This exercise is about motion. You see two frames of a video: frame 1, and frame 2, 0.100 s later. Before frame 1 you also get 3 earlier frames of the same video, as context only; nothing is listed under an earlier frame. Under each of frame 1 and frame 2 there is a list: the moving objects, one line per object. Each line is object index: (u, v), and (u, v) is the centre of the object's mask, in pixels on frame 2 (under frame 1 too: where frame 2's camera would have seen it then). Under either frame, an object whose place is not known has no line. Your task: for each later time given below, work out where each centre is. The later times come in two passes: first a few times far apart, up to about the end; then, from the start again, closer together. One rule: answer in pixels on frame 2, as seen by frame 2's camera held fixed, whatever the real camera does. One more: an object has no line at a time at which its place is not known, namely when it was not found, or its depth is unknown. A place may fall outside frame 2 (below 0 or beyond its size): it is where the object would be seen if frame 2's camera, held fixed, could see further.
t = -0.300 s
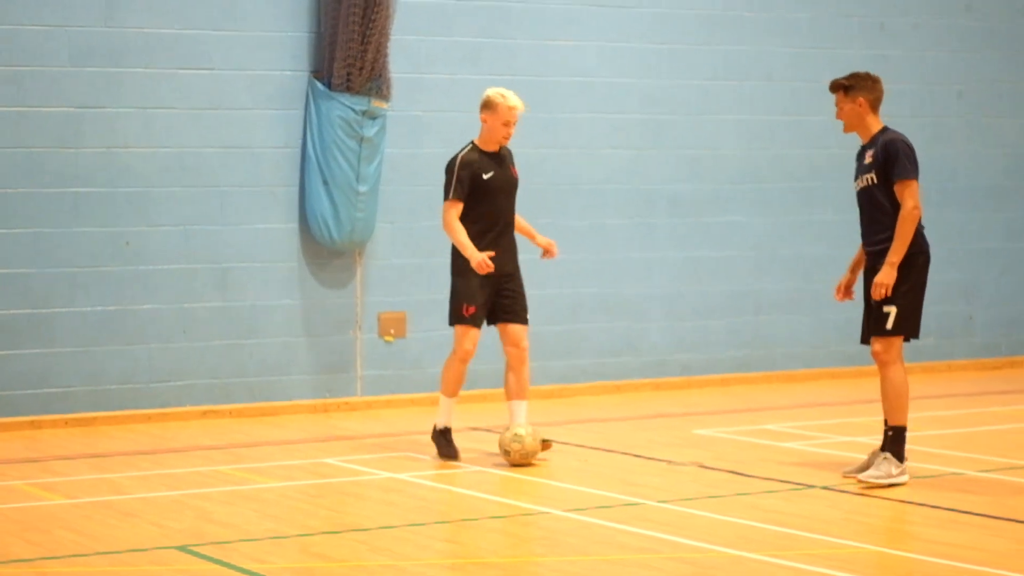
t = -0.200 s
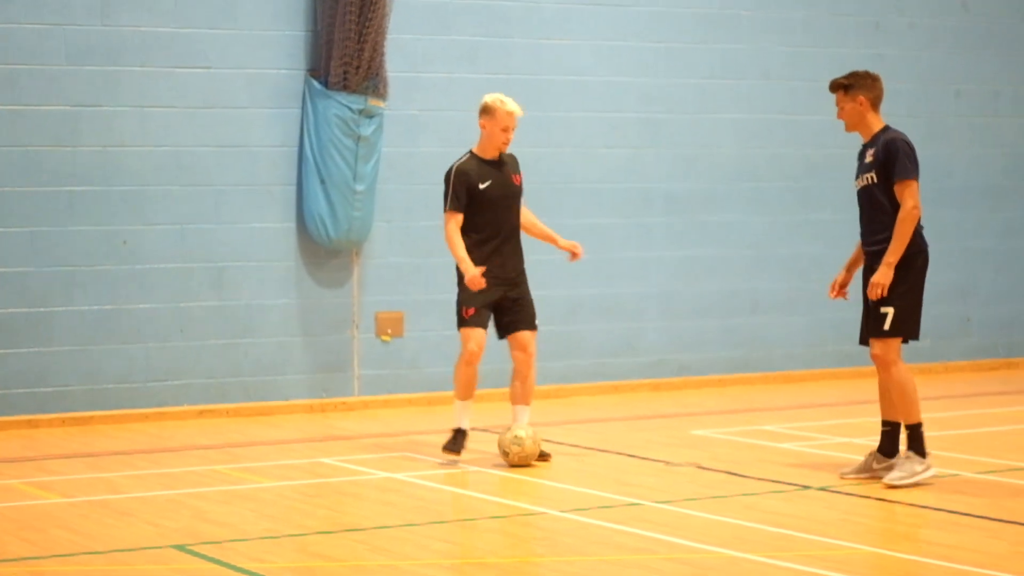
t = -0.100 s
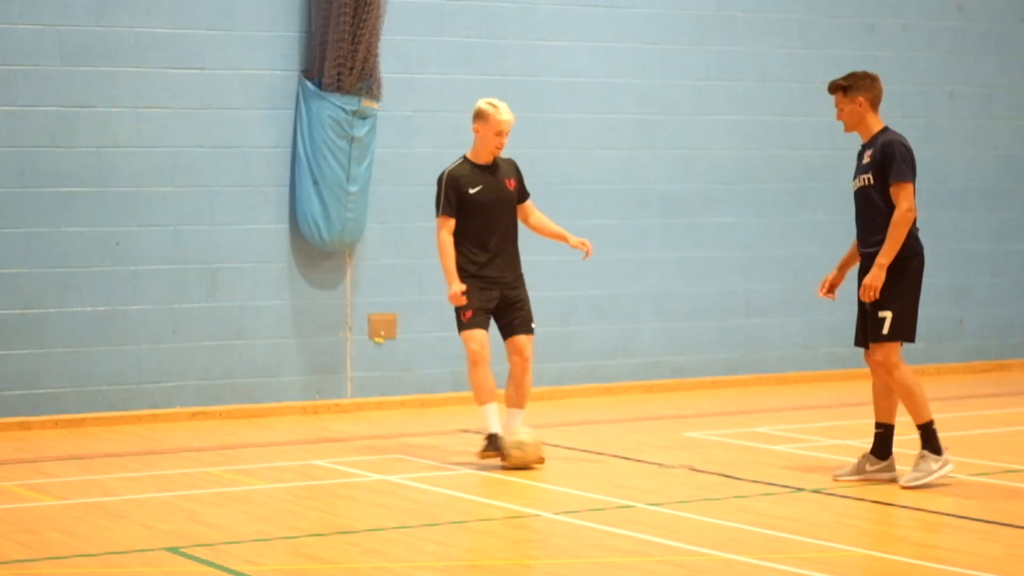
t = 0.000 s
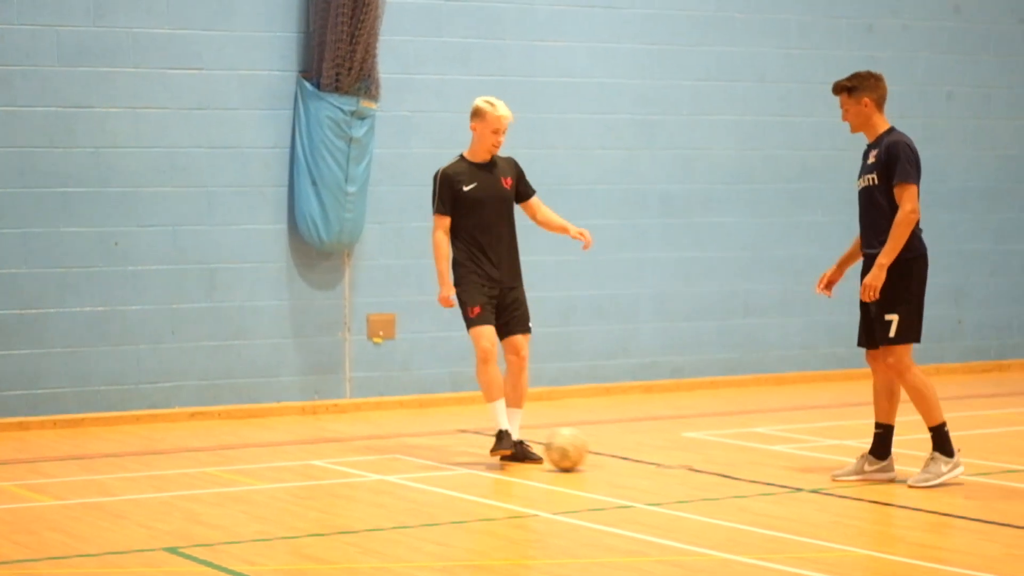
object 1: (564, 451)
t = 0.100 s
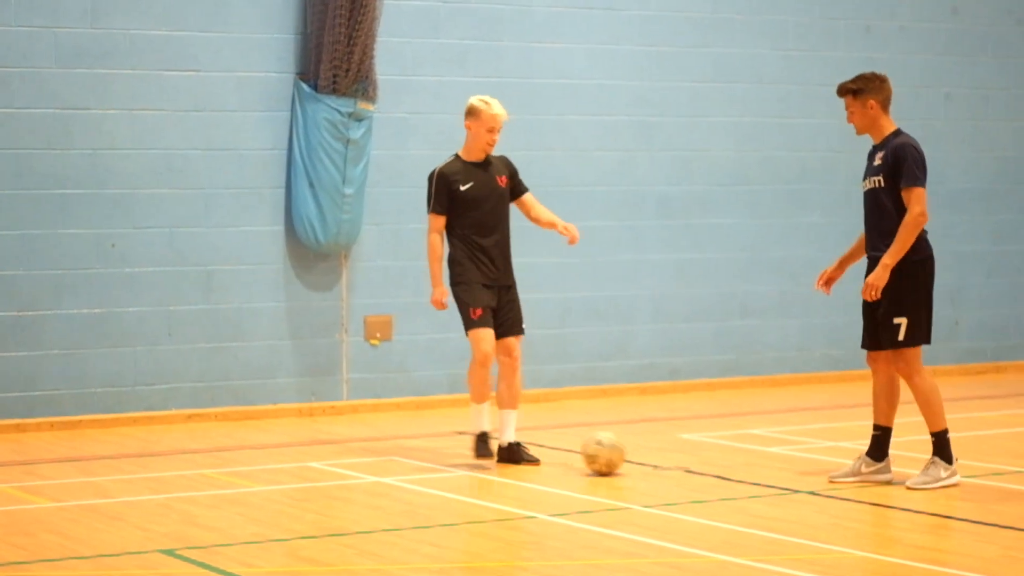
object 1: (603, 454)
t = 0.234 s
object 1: (653, 456)
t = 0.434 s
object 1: (724, 459)
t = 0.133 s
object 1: (616, 454)
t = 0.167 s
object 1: (630, 455)
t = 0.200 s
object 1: (641, 455)
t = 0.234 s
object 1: (653, 456)
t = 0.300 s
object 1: (677, 456)
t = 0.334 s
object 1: (689, 457)
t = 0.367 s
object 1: (701, 457)
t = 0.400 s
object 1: (712, 459)
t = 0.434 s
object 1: (724, 459)
